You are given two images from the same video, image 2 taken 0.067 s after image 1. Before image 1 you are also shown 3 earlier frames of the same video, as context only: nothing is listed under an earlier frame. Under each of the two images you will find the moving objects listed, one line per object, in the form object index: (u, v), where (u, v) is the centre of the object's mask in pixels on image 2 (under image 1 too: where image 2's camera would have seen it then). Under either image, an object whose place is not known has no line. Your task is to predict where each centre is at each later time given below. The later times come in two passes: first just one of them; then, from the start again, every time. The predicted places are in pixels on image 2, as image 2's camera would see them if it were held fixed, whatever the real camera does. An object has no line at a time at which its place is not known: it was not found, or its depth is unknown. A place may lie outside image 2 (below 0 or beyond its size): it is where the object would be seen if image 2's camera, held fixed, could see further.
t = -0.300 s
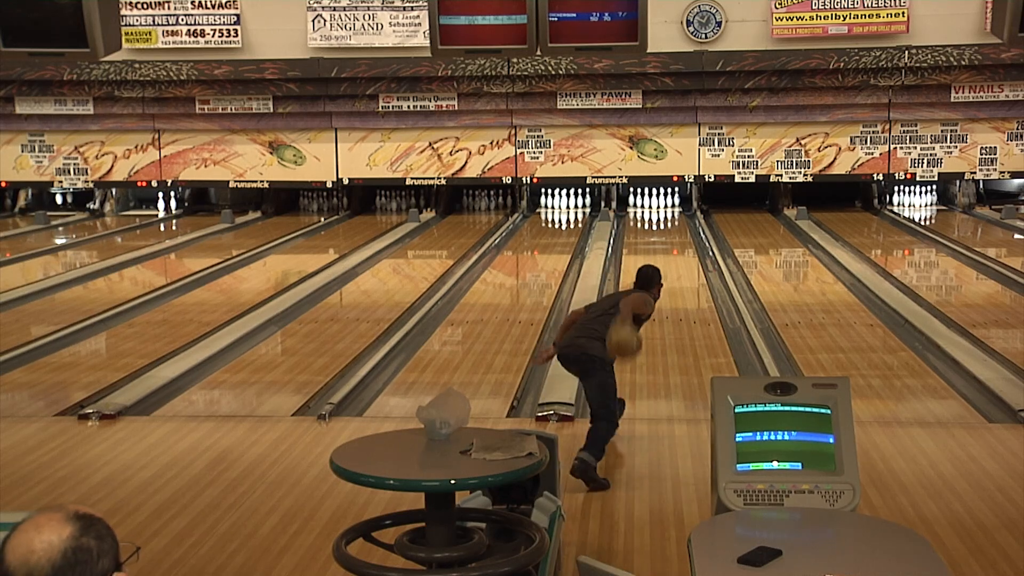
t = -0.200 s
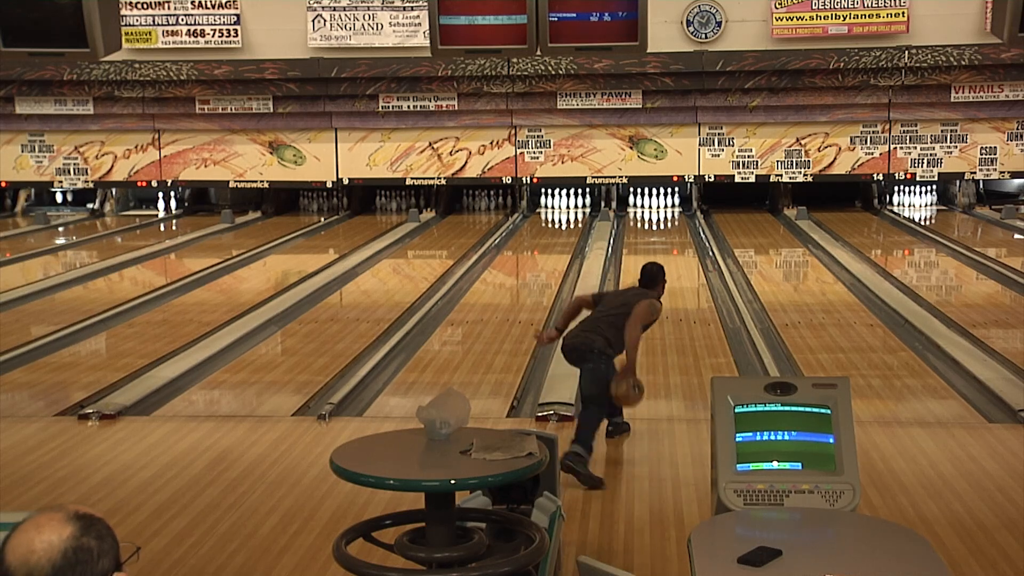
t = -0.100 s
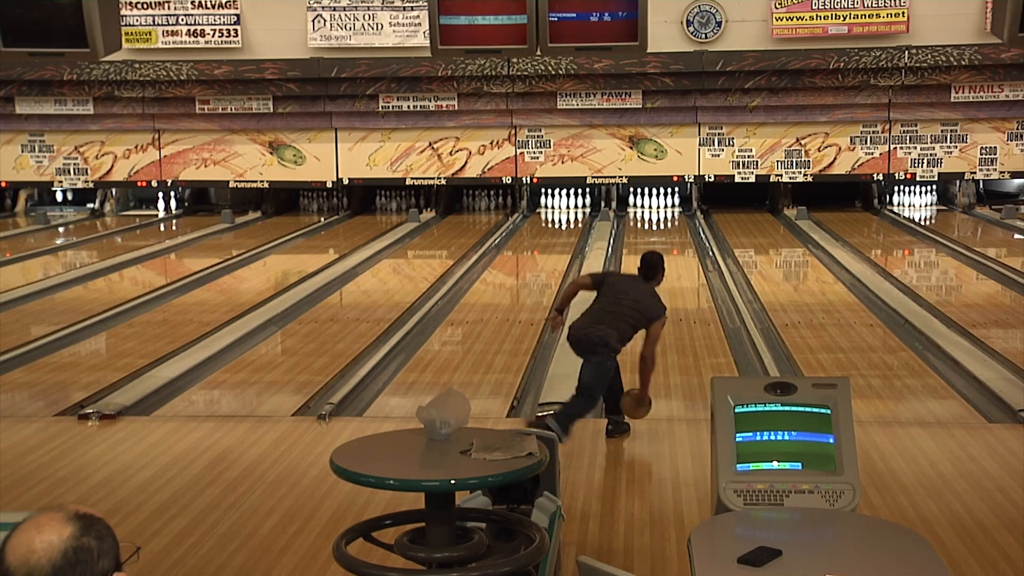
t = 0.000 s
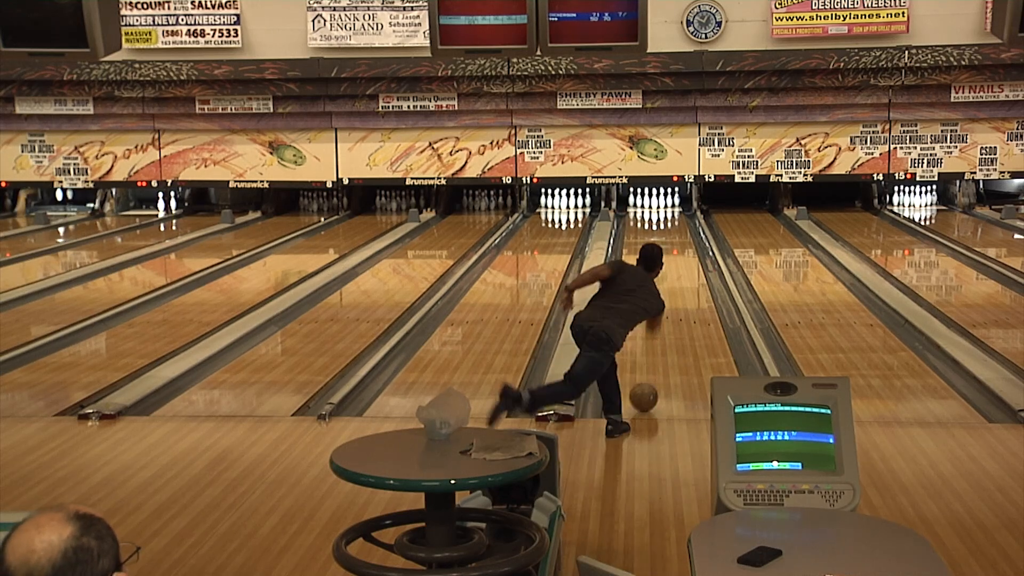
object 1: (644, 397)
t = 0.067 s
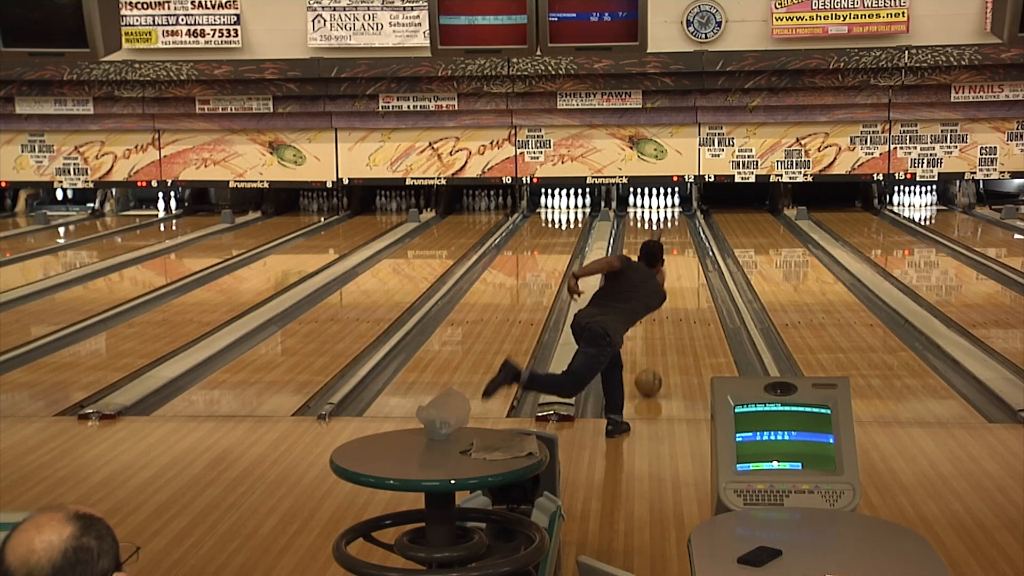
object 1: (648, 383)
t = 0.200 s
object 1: (656, 359)
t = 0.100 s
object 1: (650, 376)
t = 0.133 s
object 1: (652, 370)
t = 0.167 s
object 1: (654, 364)
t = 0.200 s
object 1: (656, 359)
